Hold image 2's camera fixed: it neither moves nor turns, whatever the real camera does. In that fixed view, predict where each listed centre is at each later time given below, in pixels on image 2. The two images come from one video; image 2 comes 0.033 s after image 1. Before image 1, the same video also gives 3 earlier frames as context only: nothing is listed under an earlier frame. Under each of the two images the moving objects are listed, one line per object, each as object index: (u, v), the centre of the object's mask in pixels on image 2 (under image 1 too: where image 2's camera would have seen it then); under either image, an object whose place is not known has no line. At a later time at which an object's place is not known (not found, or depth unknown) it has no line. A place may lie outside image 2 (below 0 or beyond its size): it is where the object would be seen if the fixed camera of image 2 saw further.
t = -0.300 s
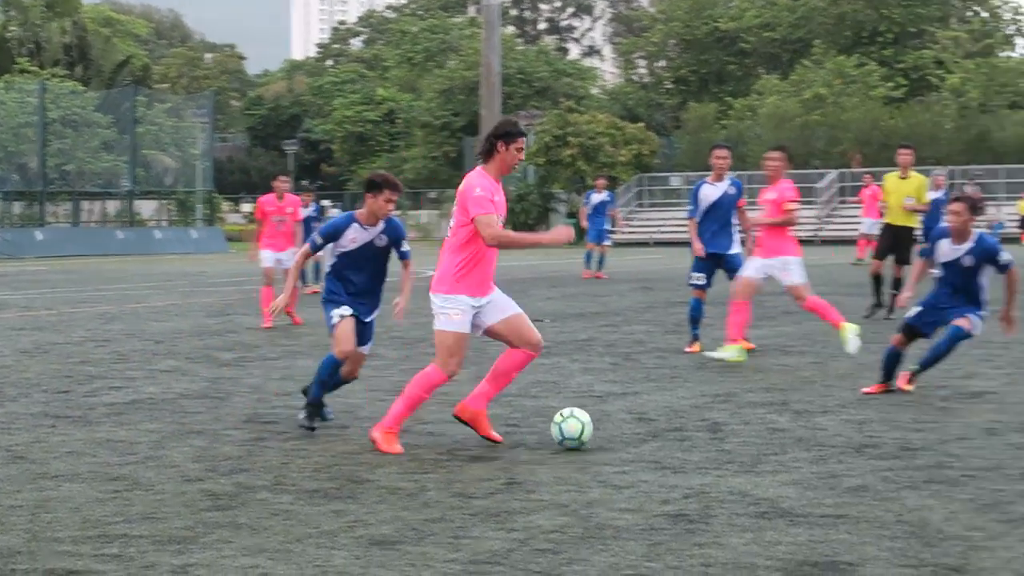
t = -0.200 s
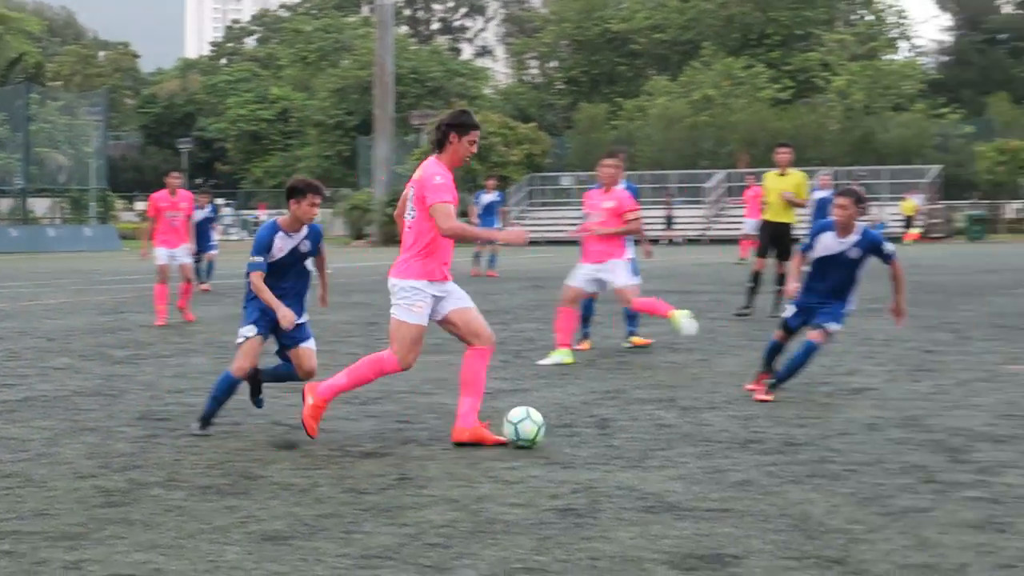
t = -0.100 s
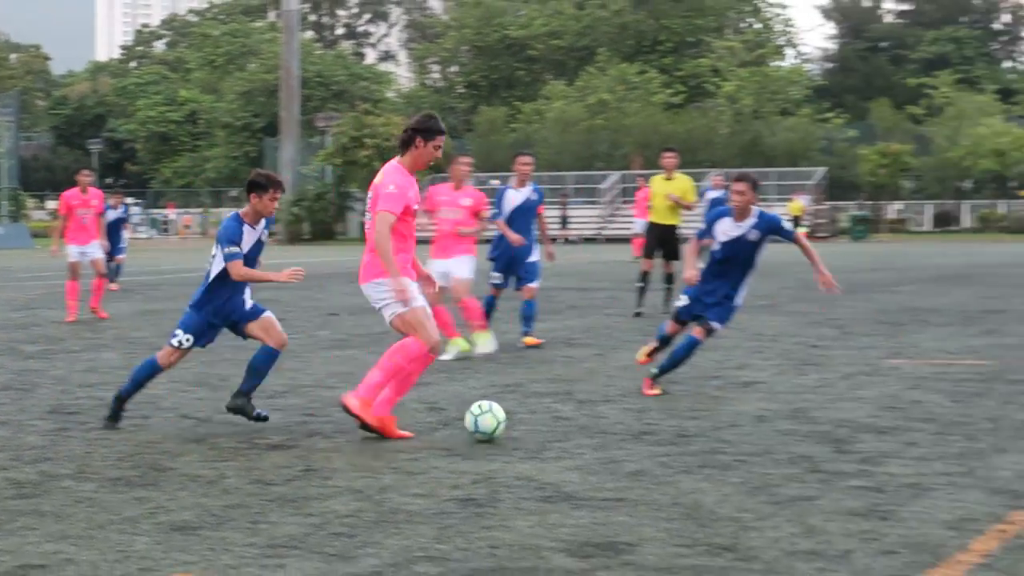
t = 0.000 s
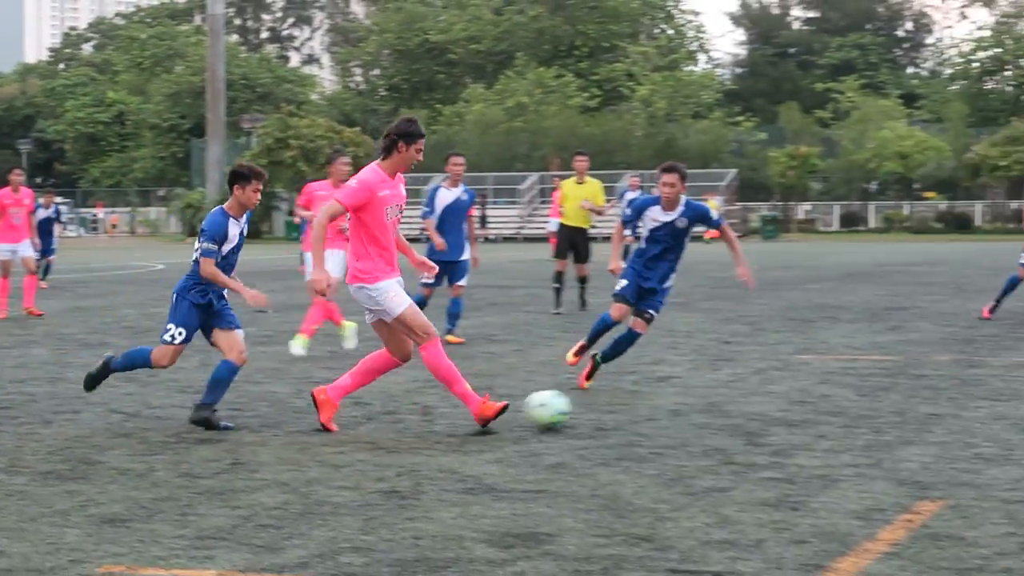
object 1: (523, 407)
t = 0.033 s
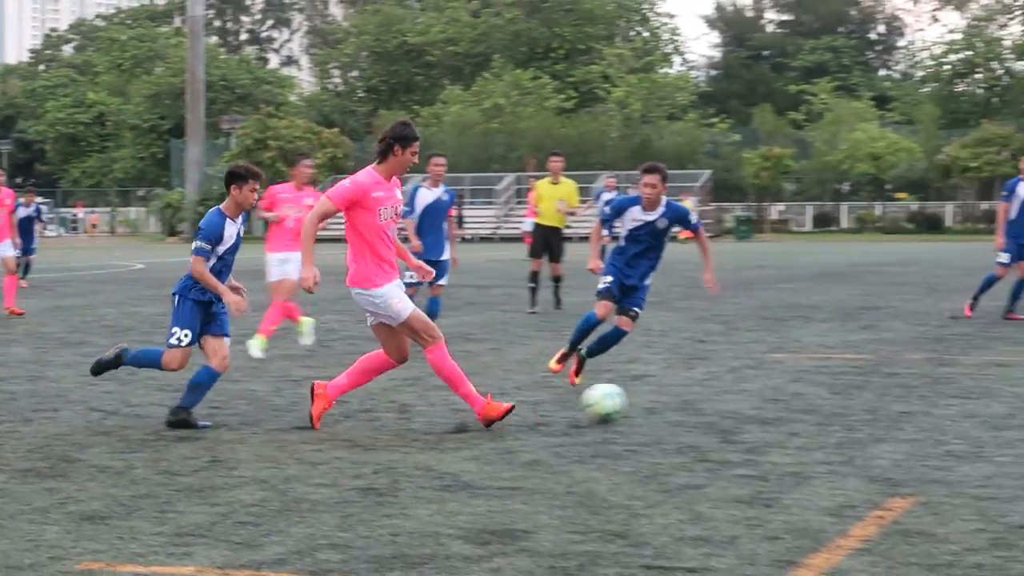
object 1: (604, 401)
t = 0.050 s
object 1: (643, 400)
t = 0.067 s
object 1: (682, 399)
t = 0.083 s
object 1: (719, 397)
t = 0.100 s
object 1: (756, 394)
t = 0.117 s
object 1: (791, 392)
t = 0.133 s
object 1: (827, 388)
